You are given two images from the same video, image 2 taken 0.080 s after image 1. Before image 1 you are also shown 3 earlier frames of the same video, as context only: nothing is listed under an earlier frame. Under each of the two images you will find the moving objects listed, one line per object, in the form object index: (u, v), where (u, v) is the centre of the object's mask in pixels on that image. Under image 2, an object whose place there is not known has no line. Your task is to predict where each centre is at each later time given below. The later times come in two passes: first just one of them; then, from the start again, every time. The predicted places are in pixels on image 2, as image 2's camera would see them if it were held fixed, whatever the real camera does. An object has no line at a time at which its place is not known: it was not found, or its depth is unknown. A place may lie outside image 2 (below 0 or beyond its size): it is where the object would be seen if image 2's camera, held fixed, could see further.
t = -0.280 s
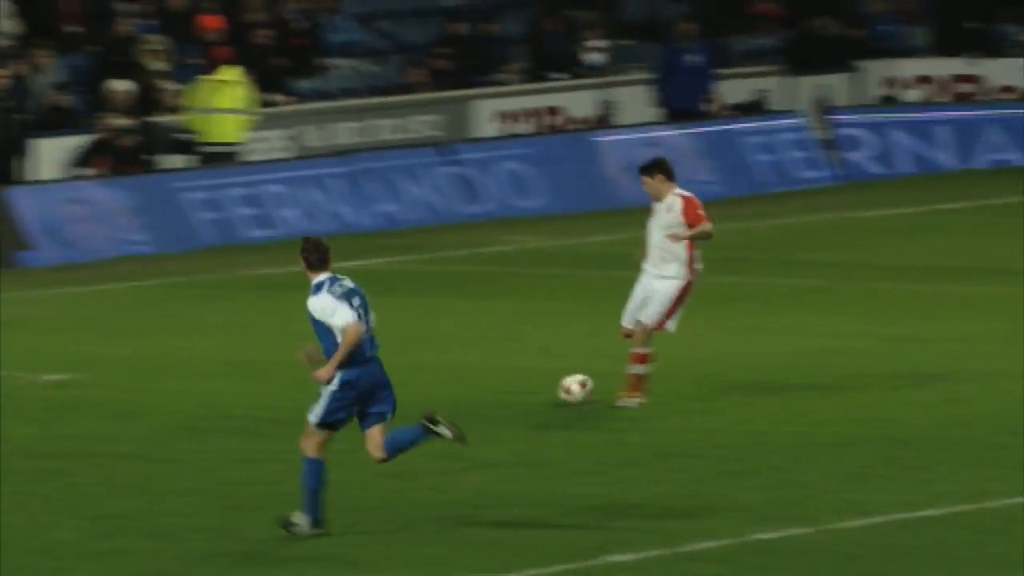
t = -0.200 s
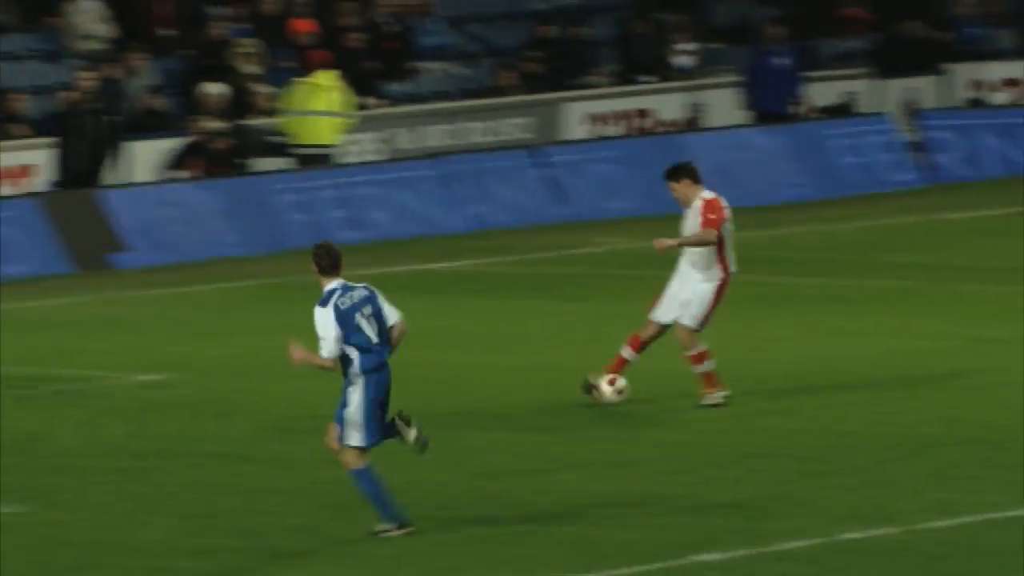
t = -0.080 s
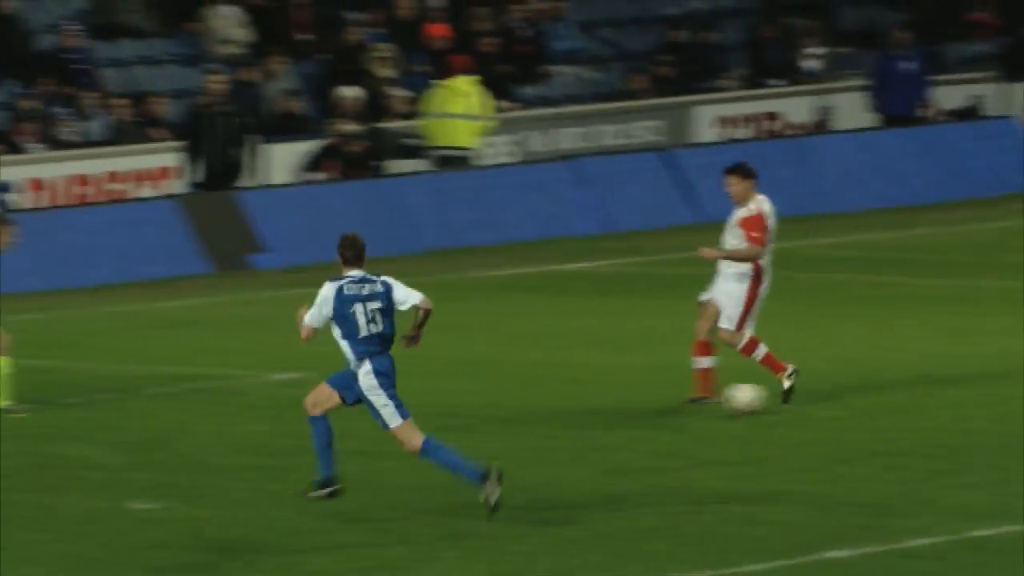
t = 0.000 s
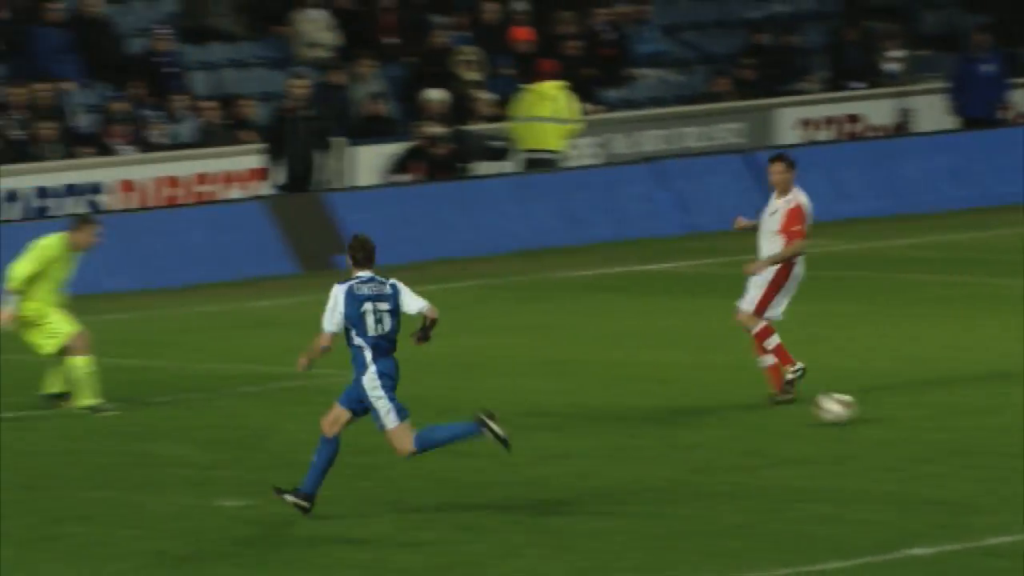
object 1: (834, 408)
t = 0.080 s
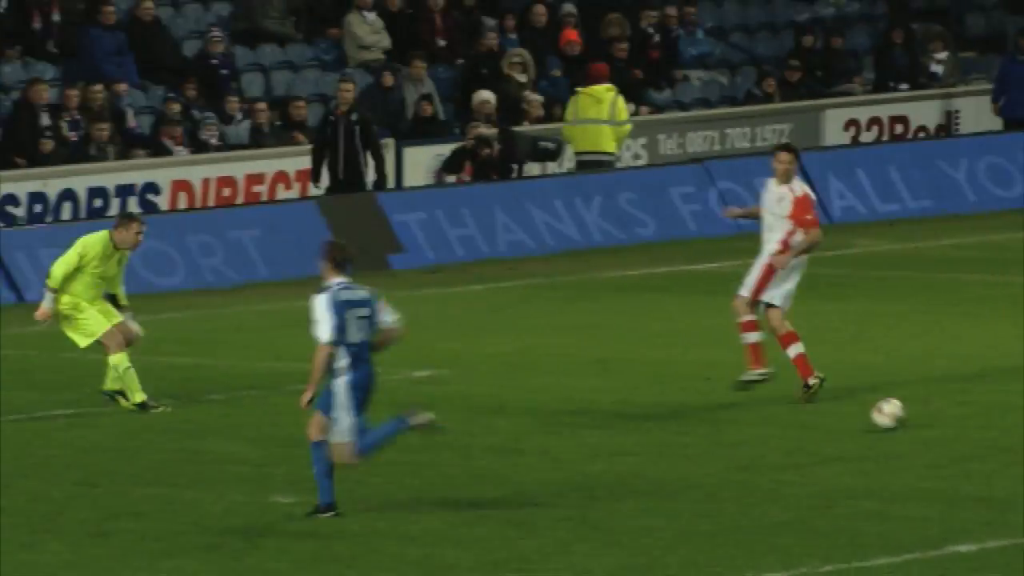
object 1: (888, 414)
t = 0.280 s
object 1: (906, 433)
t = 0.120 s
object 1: (894, 416)
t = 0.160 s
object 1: (896, 419)
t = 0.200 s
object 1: (900, 425)
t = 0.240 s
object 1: (903, 431)
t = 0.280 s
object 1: (906, 433)
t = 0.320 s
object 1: (908, 433)
